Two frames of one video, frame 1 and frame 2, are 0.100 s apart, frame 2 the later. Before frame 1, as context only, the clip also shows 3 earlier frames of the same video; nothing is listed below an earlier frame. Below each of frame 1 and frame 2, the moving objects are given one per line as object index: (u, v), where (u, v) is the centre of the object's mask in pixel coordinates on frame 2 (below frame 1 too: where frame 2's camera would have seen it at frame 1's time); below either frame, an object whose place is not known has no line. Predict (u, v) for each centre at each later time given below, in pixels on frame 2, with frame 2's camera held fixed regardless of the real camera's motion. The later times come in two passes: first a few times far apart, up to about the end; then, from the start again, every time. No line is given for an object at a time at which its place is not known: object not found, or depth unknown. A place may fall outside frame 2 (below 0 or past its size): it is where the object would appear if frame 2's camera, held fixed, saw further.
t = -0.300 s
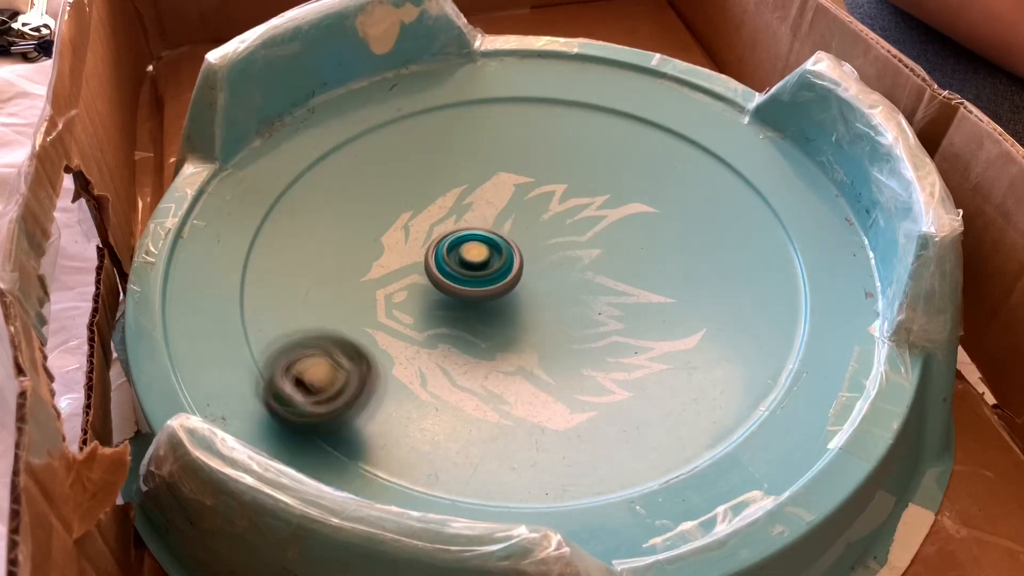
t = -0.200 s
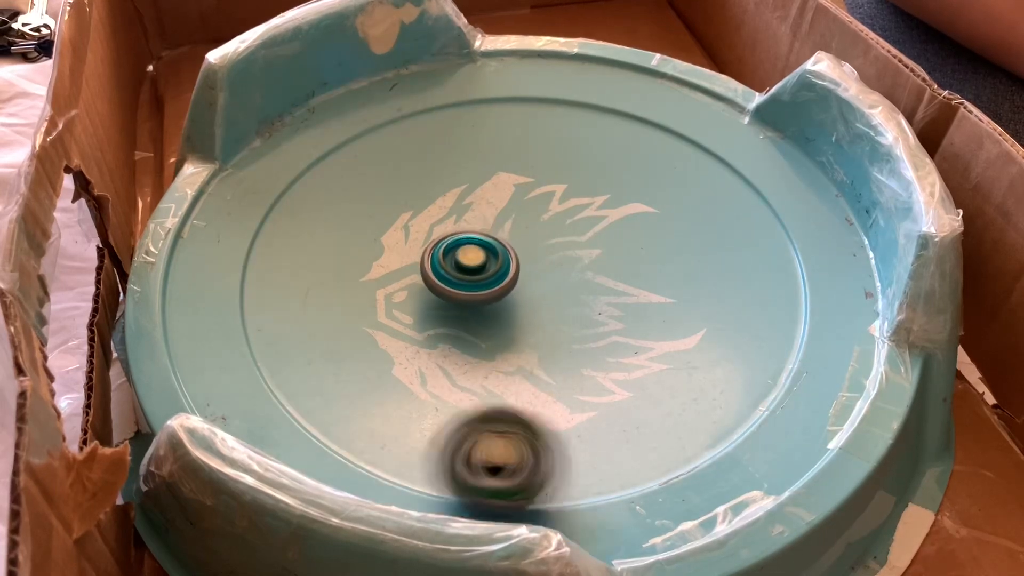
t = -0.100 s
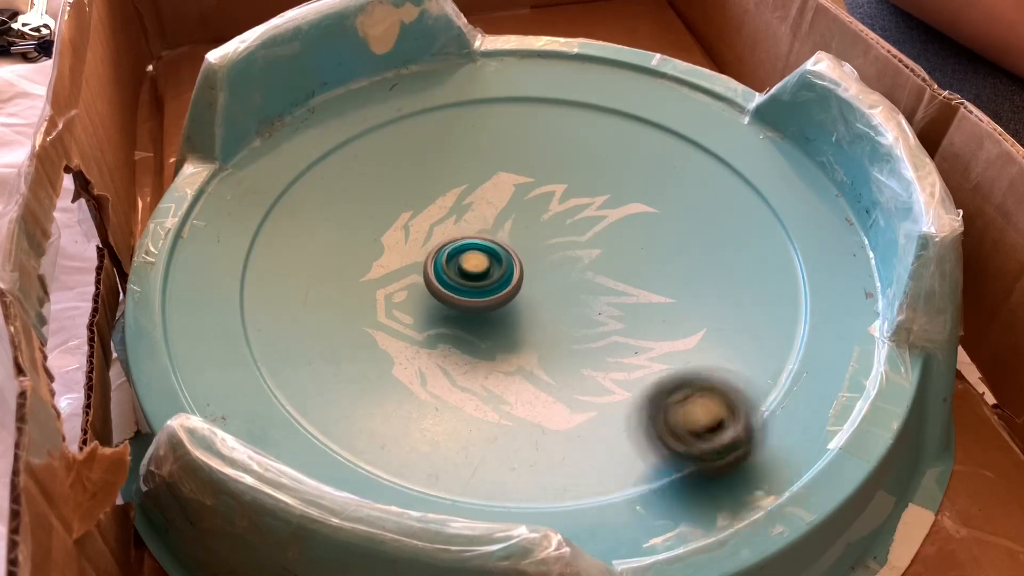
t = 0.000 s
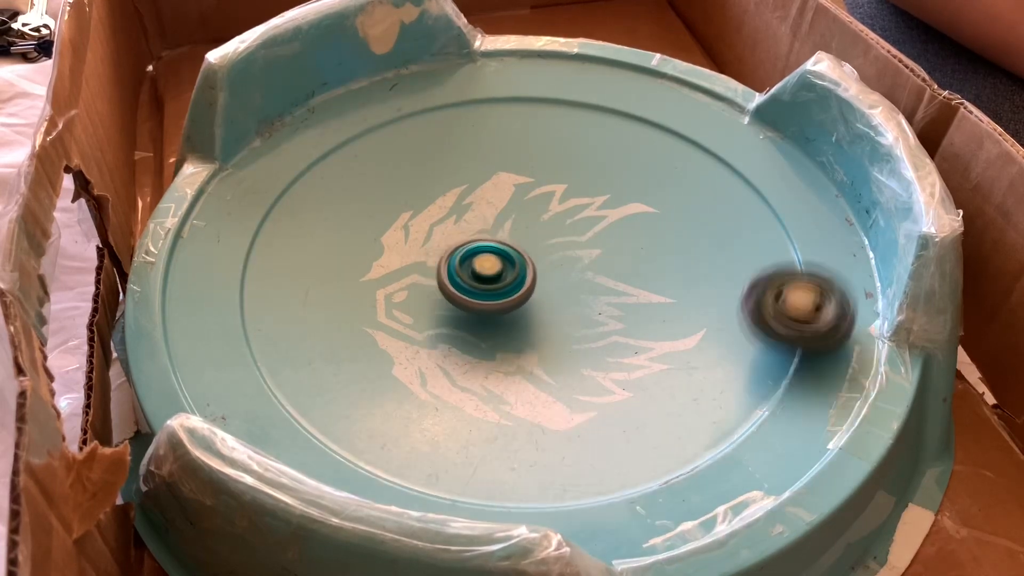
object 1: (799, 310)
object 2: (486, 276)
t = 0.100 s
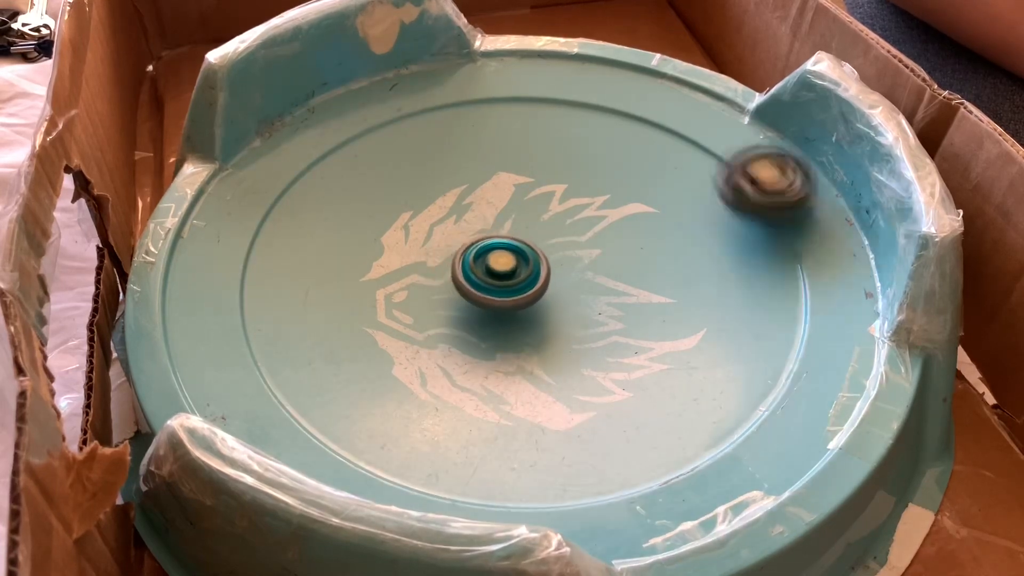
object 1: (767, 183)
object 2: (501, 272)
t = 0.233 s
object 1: (577, 86)
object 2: (513, 262)
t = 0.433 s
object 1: (321, 168)
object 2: (512, 244)
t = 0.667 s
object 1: (438, 439)
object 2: (496, 236)
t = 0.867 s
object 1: (774, 348)
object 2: (501, 252)
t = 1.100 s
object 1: (685, 130)
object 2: (538, 253)
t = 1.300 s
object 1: (422, 131)
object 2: (551, 241)
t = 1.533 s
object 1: (366, 378)
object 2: (547, 230)
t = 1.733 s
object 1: (704, 395)
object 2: (537, 242)
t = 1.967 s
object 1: (706, 167)
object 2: (557, 261)
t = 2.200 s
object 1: (414, 154)
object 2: (582, 261)
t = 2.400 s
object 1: (362, 356)
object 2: (588, 252)
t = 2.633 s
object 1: (710, 361)
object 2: (566, 258)
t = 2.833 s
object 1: (676, 175)
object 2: (562, 278)
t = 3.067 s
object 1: (402, 174)
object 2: (579, 292)
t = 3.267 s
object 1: (385, 361)
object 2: (590, 288)
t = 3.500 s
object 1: (700, 329)
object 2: (564, 284)
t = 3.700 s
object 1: (629, 165)
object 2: (544, 298)
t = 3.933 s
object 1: (382, 193)
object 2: (548, 311)
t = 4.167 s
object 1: (450, 386)
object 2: (552, 302)
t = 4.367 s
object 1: (697, 308)
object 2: (528, 296)
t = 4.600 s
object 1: (578, 147)
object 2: (508, 303)
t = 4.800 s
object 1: (380, 197)
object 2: (511, 309)
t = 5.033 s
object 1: (460, 382)
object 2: (515, 291)
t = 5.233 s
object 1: (697, 308)
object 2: (499, 281)
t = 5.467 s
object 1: (591, 150)
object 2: (484, 281)
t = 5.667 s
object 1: (396, 191)
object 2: (495, 282)
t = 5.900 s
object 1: (450, 378)
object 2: (505, 264)
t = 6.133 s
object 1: (704, 296)
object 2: (495, 253)
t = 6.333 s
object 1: (613, 161)
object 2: (495, 257)
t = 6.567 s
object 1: (392, 204)
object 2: (517, 256)
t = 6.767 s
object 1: (422, 367)
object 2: (527, 248)
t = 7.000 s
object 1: (685, 332)
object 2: (529, 243)
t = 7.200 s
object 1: (647, 185)
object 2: (533, 247)
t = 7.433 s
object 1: (426, 182)
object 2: (544, 254)
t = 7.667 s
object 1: (406, 355)
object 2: (556, 257)
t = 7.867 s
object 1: (634, 369)
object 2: (561, 259)
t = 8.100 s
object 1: (654, 203)
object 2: (565, 263)
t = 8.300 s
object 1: (473, 168)
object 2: (565, 268)
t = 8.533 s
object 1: (375, 308)
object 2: (564, 275)
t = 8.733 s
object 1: (565, 385)
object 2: (562, 281)
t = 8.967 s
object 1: (680, 239)
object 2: (557, 289)
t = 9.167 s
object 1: (533, 158)
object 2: (554, 293)
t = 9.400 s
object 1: (374, 254)
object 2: (548, 296)
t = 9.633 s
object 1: (530, 381)
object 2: (538, 297)
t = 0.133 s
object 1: (730, 145)
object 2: (505, 270)
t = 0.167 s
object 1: (682, 115)
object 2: (508, 268)
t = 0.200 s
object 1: (629, 97)
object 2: (511, 265)
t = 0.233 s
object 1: (577, 86)
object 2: (513, 262)
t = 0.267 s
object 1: (524, 81)
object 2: (514, 258)
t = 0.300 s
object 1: (477, 85)
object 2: (515, 255)
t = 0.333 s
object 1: (432, 96)
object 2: (515, 252)
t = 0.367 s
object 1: (391, 113)
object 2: (515, 249)
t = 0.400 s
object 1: (352, 138)
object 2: (513, 246)
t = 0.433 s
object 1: (321, 168)
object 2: (512, 244)
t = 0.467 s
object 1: (298, 204)
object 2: (510, 242)
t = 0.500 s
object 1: (285, 246)
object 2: (508, 239)
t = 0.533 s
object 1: (286, 289)
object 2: (506, 238)
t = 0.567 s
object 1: (302, 332)
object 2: (503, 236)
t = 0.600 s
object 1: (331, 373)
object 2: (501, 236)
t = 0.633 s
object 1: (379, 412)
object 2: (499, 235)
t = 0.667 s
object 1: (438, 439)
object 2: (496, 236)
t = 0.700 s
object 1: (506, 453)
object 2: (493, 237)
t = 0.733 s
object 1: (577, 453)
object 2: (492, 239)
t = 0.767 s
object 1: (639, 441)
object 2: (492, 242)
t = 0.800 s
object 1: (698, 416)
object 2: (493, 246)
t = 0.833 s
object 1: (745, 384)
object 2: (496, 249)
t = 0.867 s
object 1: (774, 348)
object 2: (501, 252)
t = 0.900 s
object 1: (791, 310)
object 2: (506, 255)
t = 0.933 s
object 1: (796, 272)
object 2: (511, 256)
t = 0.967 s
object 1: (791, 237)
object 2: (517, 257)
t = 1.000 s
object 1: (775, 204)
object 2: (523, 257)
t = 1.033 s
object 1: (752, 173)
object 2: (529, 256)
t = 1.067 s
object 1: (721, 150)
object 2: (534, 255)
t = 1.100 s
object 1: (685, 130)
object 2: (538, 253)
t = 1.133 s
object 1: (643, 115)
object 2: (542, 251)
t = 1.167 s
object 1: (598, 105)
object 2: (544, 249)
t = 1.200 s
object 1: (553, 103)
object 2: (547, 247)
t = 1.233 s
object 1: (508, 105)
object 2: (548, 245)
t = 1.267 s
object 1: (463, 116)
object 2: (550, 243)
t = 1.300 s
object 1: (422, 131)
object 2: (551, 241)
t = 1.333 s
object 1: (384, 153)
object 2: (551, 239)
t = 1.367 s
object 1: (351, 182)
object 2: (552, 237)
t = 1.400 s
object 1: (326, 218)
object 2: (552, 235)
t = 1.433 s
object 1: (314, 259)
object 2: (552, 234)
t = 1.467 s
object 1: (316, 299)
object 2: (551, 232)
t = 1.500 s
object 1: (333, 339)
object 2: (550, 231)
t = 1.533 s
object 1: (366, 378)
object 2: (547, 230)
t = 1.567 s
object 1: (412, 408)
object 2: (545, 230)
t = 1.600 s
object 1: (472, 431)
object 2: (542, 230)
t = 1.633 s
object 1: (534, 441)
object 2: (540, 232)
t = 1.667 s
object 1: (597, 438)
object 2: (538, 235)
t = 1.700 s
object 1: (656, 422)
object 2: (537, 238)
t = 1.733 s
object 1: (704, 395)
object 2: (537, 242)
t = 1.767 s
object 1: (741, 362)
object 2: (537, 246)
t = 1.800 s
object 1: (765, 326)
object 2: (539, 249)
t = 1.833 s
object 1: (774, 290)
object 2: (541, 253)
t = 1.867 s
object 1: (772, 255)
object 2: (545, 256)
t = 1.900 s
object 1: (759, 222)
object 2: (549, 258)
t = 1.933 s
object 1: (737, 192)
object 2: (553, 260)
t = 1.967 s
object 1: (706, 167)
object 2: (557, 261)
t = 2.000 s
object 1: (669, 146)
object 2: (561, 262)
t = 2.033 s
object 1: (627, 131)
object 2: (565, 263)
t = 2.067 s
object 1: (583, 123)
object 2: (569, 262)
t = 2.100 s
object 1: (539, 121)
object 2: (572, 262)
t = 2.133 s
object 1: (494, 125)
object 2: (576, 262)
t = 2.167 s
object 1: (452, 136)
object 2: (579, 262)
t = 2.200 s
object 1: (414, 154)
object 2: (582, 261)
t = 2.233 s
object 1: (379, 177)
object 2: (585, 260)
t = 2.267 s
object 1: (351, 209)
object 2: (587, 259)
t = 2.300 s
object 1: (333, 243)
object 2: (588, 257)
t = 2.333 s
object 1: (329, 282)
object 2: (589, 255)
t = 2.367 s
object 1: (338, 320)
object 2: (589, 254)
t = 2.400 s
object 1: (362, 356)
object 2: (588, 252)
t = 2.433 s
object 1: (402, 388)
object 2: (587, 251)
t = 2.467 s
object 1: (453, 412)
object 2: (584, 250)
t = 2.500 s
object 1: (510, 424)
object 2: (580, 250)
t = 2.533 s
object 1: (569, 426)
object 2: (577, 251)
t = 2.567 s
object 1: (626, 412)
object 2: (573, 253)
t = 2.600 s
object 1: (676, 390)
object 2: (569, 255)
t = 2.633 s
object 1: (710, 361)
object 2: (566, 258)
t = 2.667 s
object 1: (732, 328)
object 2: (564, 261)
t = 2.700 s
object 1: (742, 293)
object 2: (562, 264)
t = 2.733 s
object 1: (740, 259)
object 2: (561, 268)
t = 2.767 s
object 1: (727, 227)
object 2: (561, 271)
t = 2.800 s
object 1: (705, 199)
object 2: (561, 275)
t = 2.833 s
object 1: (676, 175)
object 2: (562, 278)
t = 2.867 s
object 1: (640, 156)
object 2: (564, 281)
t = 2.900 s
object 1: (599, 143)
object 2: (566, 284)
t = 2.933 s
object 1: (557, 137)
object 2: (568, 286)
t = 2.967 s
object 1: (515, 137)
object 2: (571, 288)
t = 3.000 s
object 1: (474, 144)
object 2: (574, 290)
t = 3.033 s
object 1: (436, 156)
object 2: (577, 291)
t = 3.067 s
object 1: (402, 174)
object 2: (579, 292)
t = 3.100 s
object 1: (373, 196)
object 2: (582, 292)
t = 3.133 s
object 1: (353, 225)
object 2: (584, 292)
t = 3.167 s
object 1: (342, 259)
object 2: (587, 291)
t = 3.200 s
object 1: (343, 295)
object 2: (589, 290)
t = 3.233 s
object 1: (359, 330)
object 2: (590, 289)
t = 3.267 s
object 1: (385, 361)
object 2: (590, 288)
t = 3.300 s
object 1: (428, 387)
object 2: (589, 286)
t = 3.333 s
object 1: (479, 405)
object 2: (587, 284)
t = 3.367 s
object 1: (532, 409)
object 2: (583, 282)
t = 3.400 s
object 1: (588, 403)
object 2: (578, 282)
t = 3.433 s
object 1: (637, 386)
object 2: (574, 282)
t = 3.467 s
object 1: (676, 360)
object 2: (568, 283)
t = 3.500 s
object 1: (700, 329)
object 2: (564, 284)
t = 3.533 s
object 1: (712, 297)
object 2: (559, 285)
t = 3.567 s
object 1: (714, 265)
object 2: (555, 287)
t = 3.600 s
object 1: (706, 234)
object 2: (551, 289)
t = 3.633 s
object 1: (687, 206)
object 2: (548, 292)
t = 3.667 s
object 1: (661, 183)
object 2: (546, 295)
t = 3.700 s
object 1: (629, 165)
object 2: (544, 298)
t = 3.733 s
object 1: (593, 152)
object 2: (543, 301)
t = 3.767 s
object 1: (555, 146)
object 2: (543, 304)
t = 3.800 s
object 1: (516, 145)
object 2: (543, 306)
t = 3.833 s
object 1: (477, 149)
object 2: (544, 309)
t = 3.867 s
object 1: (442, 159)
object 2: (546, 310)
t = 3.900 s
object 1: (410, 174)
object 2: (547, 311)
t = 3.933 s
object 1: (382, 193)
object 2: (548, 311)
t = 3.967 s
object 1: (360, 217)
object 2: (550, 312)
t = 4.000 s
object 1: (347, 246)
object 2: (552, 312)
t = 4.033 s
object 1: (345, 277)
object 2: (553, 311)
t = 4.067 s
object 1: (354, 308)
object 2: (555, 310)
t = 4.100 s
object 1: (375, 340)
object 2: (555, 307)
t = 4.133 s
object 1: (407, 366)
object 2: (554, 305)
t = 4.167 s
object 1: (450, 386)
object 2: (552, 302)
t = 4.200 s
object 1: (502, 397)
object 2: (549, 300)
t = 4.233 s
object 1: (554, 397)
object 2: (545, 298)
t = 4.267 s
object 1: (606, 385)
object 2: (541, 297)
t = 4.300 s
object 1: (649, 364)
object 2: (537, 296)
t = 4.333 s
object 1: (679, 337)
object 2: (533, 296)
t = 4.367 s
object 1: (697, 308)
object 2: (528, 296)
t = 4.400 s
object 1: (706, 277)
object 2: (525, 296)
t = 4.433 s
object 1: (703, 245)
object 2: (521, 296)
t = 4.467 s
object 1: (691, 217)
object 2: (517, 297)
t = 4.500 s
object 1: (670, 191)
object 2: (514, 299)
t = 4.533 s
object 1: (643, 171)
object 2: (511, 300)
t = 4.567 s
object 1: (613, 157)
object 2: (509, 301)
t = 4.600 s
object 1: (578, 147)
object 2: (508, 303)
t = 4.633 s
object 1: (542, 142)
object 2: (507, 304)
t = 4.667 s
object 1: (507, 142)
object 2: (506, 306)
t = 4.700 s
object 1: (470, 148)
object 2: (506, 307)
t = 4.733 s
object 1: (437, 159)
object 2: (508, 308)
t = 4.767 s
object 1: (407, 175)
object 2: (509, 309)
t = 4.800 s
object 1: (380, 197)
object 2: (511, 309)
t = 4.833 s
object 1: (362, 221)
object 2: (513, 308)
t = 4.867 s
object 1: (352, 250)
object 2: (515, 306)
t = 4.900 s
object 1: (351, 280)
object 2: (517, 303)
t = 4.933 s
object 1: (362, 311)
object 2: (517, 301)
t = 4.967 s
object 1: (384, 340)
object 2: (517, 298)
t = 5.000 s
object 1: (416, 365)
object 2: (516, 295)
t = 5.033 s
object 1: (460, 382)
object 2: (515, 291)
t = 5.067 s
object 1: (509, 391)
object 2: (514, 289)
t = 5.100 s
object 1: (559, 392)
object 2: (511, 287)
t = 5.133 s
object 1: (608, 381)
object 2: (508, 285)
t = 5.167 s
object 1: (649, 362)
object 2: (505, 283)
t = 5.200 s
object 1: (679, 335)
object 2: (502, 282)
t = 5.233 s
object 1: (697, 308)
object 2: (499, 281)
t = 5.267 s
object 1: (707, 279)
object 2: (496, 280)
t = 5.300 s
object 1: (706, 249)
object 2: (494, 279)
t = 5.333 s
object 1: (696, 222)
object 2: (491, 279)
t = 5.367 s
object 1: (678, 196)
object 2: (489, 279)
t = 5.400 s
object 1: (653, 176)
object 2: (487, 279)
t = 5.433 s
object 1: (623, 160)
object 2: (485, 280)
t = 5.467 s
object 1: (591, 150)
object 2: (484, 281)
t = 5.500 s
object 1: (556, 144)
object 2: (483, 282)
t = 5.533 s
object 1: (522, 143)
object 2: (484, 283)
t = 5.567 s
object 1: (486, 148)
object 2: (486, 283)
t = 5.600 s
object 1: (454, 158)
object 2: (489, 284)
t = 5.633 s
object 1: (422, 172)
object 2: (492, 283)
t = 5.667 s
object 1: (396, 191)
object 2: (495, 282)
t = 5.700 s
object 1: (375, 214)
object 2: (498, 281)
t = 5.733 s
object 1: (362, 243)
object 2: (501, 279)
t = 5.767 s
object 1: (358, 272)
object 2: (503, 276)
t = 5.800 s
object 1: (365, 302)
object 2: (505, 273)
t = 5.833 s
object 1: (383, 332)
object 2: (505, 270)
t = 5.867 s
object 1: (410, 357)
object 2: (505, 267)
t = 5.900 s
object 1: (450, 378)
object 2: (505, 264)
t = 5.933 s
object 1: (495, 390)
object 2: (504, 262)
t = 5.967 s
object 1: (543, 394)
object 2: (503, 260)
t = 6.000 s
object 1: (590, 388)
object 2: (502, 258)
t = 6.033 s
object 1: (633, 371)
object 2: (501, 257)
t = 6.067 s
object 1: (666, 350)
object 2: (499, 255)
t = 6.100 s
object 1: (690, 325)
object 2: (497, 254)
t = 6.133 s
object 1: (704, 296)
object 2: (495, 253)
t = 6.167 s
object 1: (708, 268)
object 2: (494, 253)
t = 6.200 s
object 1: (704, 241)
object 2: (492, 253)
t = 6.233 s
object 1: (690, 214)
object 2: (491, 254)
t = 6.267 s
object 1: (669, 192)
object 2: (492, 254)
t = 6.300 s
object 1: (643, 174)
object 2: (493, 256)
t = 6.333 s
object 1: (613, 161)
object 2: (495, 257)
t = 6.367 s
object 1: (580, 152)
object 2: (499, 259)
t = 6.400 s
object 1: (546, 149)
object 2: (502, 258)
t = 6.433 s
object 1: (512, 150)
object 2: (506, 258)
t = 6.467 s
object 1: (478, 156)
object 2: (509, 258)
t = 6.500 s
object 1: (445, 169)
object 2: (512, 258)
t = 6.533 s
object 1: (417, 184)
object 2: (515, 257)
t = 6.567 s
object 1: (392, 204)
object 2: (517, 256)
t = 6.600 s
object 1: (375, 230)
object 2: (520, 254)
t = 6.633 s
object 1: (364, 257)
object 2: (522, 253)
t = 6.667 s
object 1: (364, 286)
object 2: (523, 252)
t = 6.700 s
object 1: (374, 315)
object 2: (525, 250)
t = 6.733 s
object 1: (394, 343)
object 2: (526, 249)
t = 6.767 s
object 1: (422, 367)
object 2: (527, 248)
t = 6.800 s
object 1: (460, 385)
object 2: (527, 247)
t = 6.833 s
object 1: (502, 395)
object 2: (528, 246)
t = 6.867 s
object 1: (545, 397)
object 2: (528, 245)
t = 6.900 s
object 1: (589, 390)
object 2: (528, 244)
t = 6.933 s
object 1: (629, 377)
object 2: (529, 244)
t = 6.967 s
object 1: (662, 355)
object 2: (529, 243)
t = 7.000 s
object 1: (685, 332)
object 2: (529, 243)
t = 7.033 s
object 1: (700, 305)
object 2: (529, 243)
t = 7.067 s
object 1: (705, 278)
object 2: (530, 243)
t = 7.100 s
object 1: (702, 250)
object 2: (530, 244)
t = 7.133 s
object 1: (690, 225)
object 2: (530, 245)
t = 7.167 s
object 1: (671, 203)
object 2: (531, 246)
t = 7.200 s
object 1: (647, 185)
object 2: (533, 247)
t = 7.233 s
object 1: (618, 170)
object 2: (534, 248)
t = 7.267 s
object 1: (586, 161)
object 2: (535, 249)
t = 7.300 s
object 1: (553, 156)
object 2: (537, 249)
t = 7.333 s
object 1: (521, 156)
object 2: (538, 250)
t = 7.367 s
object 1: (487, 160)
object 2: (540, 251)
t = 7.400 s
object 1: (454, 169)
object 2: (542, 253)
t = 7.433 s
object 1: (426, 182)
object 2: (544, 254)
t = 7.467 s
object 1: (400, 200)
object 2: (547, 254)
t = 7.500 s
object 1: (380, 224)
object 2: (548, 255)
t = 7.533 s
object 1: (367, 249)
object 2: (550, 255)
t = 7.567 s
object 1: (363, 277)
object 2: (552, 256)
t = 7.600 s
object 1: (368, 303)
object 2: (553, 256)
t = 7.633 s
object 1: (383, 331)
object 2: (554, 256)
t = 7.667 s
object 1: (406, 355)
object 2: (556, 257)
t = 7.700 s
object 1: (439, 376)
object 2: (557, 257)
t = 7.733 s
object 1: (476, 389)
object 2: (558, 257)
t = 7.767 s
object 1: (517, 396)
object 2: (559, 258)
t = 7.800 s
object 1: (559, 395)
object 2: (560, 258)
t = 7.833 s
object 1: (598, 385)
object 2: (561, 258)
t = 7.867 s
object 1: (634, 369)
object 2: (561, 259)
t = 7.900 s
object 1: (662, 349)
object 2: (562, 259)
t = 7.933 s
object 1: (681, 325)
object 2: (563, 260)
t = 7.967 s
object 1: (691, 299)
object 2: (563, 260)
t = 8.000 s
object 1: (695, 272)
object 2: (564, 261)
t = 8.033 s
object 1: (688, 246)
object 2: (564, 261)
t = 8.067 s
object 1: (675, 223)
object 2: (565, 262)
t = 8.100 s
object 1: (654, 203)
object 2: (565, 263)
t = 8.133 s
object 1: (629, 186)
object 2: (565, 263)
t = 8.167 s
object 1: (601, 173)
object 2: (565, 264)
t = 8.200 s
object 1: (569, 164)
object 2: (565, 264)
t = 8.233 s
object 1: (538, 161)
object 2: (565, 265)
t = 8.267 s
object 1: (505, 162)
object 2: (565, 267)
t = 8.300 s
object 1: (473, 168)
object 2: (565, 268)
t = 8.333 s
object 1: (445, 176)
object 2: (565, 269)
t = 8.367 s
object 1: (418, 191)
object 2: (565, 270)
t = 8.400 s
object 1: (395, 209)
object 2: (565, 271)
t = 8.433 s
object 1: (379, 233)
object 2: (565, 272)
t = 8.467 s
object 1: (369, 255)
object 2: (565, 273)
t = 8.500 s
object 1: (368, 282)
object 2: (564, 274)
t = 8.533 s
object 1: (375, 308)
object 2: (564, 275)
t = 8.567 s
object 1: (391, 333)
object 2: (564, 276)
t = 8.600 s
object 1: (417, 355)
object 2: (563, 277)
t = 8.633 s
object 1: (448, 372)
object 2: (563, 278)
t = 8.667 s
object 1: (485, 383)
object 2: (563, 279)
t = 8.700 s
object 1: (526, 388)
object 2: (562, 280)
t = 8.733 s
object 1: (565, 385)
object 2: (562, 281)
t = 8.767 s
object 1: (601, 375)
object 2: (561, 283)
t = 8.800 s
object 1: (634, 358)
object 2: (561, 284)
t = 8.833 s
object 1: (660, 338)
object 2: (560, 284)
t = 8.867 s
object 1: (677, 315)
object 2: (560, 285)
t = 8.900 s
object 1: (686, 289)
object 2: (559, 286)
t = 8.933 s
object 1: (687, 263)
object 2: (558, 288)
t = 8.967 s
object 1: (680, 239)
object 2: (557, 289)
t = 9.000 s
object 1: (666, 216)
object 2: (557, 289)
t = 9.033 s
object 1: (647, 197)
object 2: (557, 290)
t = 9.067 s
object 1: (622, 181)
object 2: (556, 291)
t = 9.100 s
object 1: (592, 169)
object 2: (555, 292)
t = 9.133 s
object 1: (564, 161)
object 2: (555, 292)
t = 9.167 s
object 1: (533, 158)
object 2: (554, 293)
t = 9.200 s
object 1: (502, 160)
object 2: (553, 293)
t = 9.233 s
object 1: (471, 166)
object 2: (553, 294)
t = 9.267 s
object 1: (444, 175)
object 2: (552, 295)
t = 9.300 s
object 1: (418, 189)
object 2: (551, 295)
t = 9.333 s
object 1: (398, 207)
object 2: (550, 295)
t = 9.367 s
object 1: (383, 229)
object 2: (549, 296)
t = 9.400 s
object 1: (374, 254)
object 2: (548, 296)
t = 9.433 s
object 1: (374, 278)
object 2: (547, 296)
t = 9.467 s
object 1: (383, 305)
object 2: (545, 297)
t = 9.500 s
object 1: (398, 327)
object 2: (543, 297)
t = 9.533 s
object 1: (424, 350)
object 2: (542, 297)
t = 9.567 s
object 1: (455, 367)
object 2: (541, 297)
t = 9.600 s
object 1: (492, 377)
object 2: (539, 297)
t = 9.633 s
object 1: (530, 381)
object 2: (538, 297)
